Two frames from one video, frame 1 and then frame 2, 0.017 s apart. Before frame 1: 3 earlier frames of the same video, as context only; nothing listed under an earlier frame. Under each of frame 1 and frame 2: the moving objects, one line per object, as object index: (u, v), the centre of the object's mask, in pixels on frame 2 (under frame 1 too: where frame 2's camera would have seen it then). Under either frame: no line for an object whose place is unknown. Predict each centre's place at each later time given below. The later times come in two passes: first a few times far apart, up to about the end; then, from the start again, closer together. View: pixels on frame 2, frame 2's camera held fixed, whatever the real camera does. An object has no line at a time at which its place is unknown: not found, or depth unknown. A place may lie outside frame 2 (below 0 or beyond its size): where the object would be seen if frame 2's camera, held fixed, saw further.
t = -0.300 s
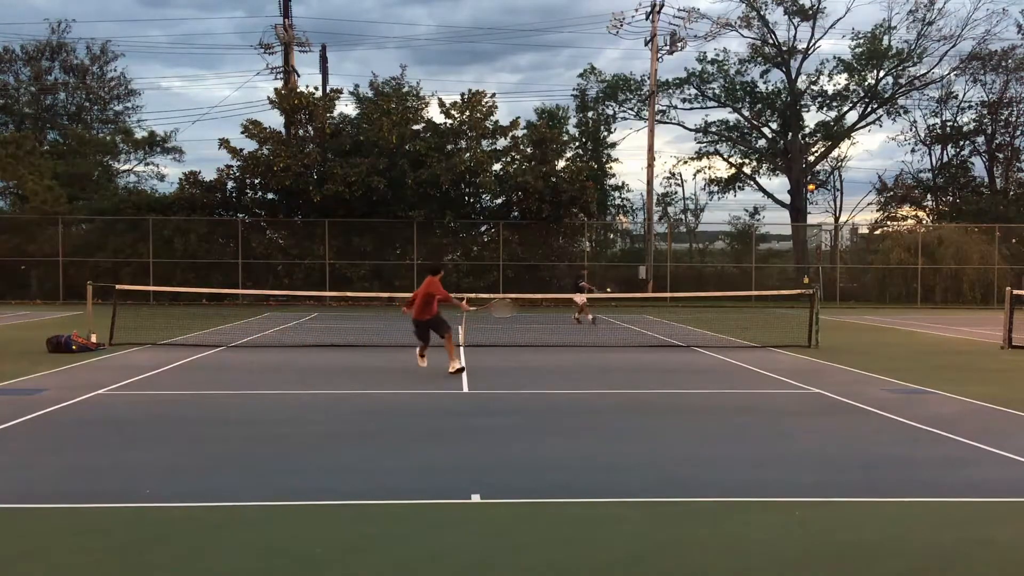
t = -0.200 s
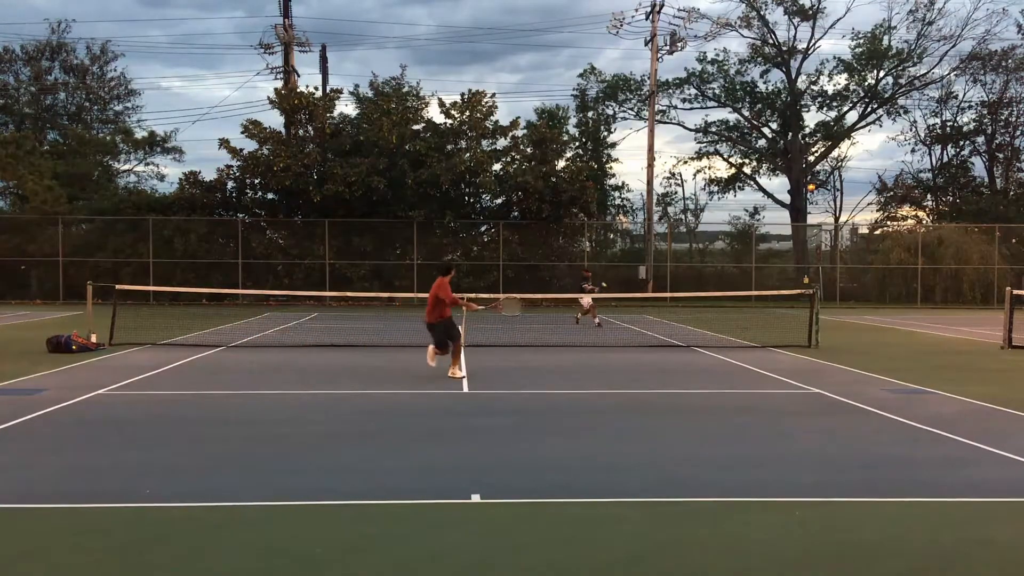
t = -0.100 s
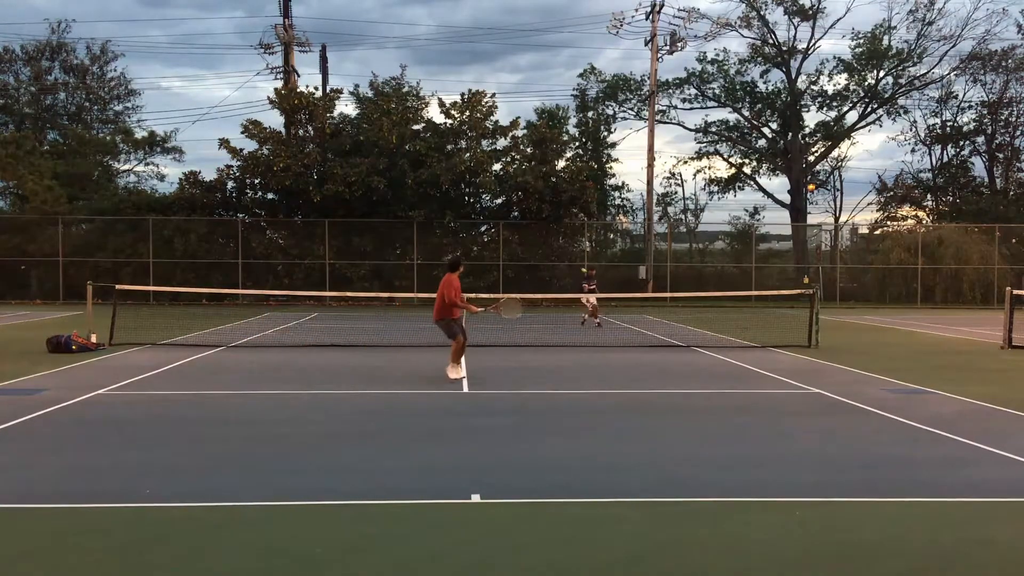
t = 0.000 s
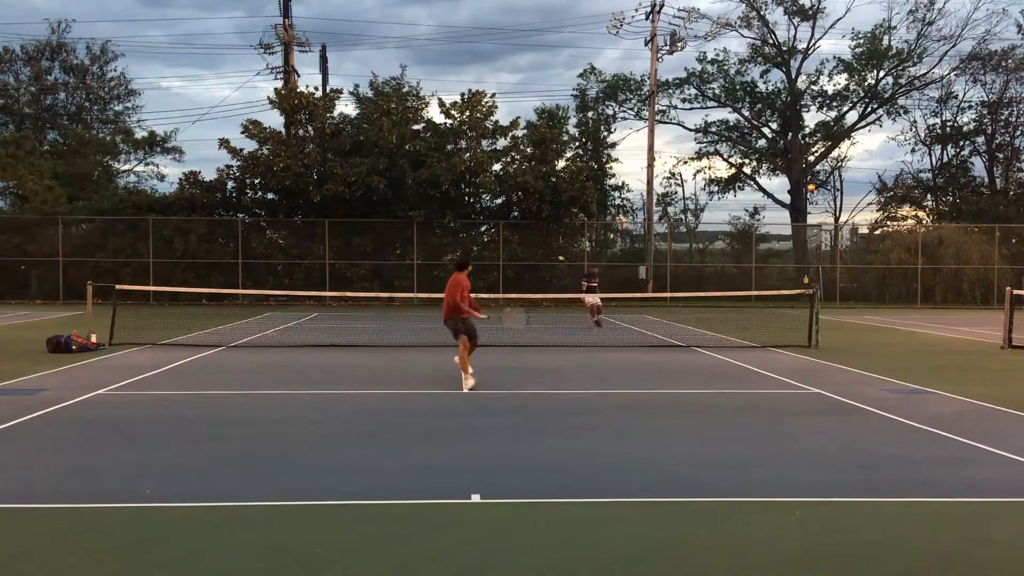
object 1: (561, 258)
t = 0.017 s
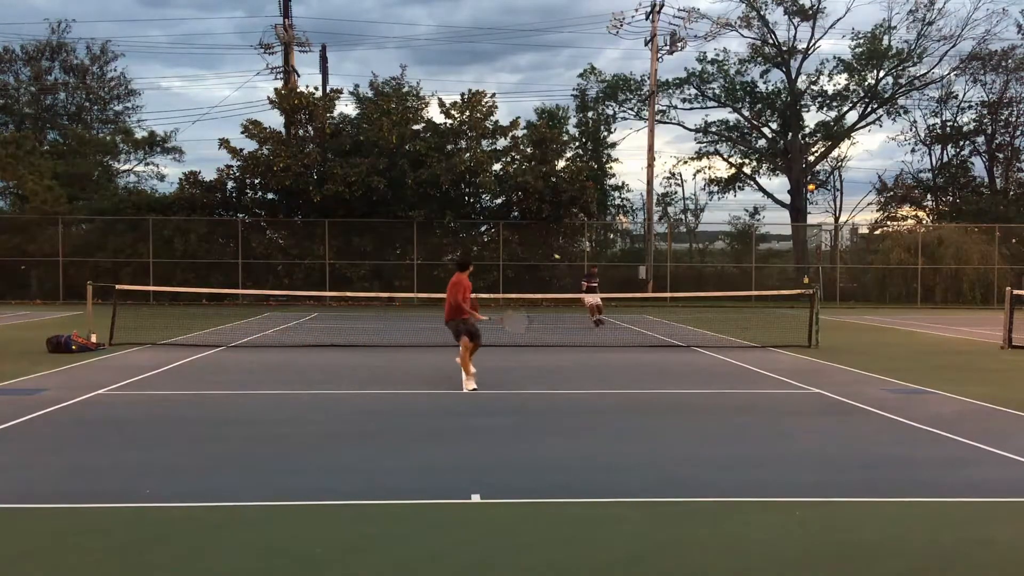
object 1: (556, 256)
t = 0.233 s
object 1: (495, 244)
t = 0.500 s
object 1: (390, 263)
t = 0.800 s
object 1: (195, 374)
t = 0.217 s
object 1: (501, 244)
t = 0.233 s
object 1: (495, 244)
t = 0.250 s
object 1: (490, 244)
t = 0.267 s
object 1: (484, 244)
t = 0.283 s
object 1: (478, 244)
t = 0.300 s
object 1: (473, 245)
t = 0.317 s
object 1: (467, 245)
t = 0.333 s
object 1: (461, 245)
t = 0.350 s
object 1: (454, 247)
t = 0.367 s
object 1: (448, 248)
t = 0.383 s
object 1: (441, 249)
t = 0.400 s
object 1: (434, 250)
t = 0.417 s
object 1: (427, 252)
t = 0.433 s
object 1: (420, 254)
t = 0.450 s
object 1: (413, 256)
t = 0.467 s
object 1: (406, 258)
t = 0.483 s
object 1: (397, 261)
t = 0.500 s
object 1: (390, 263)
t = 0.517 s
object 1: (381, 267)
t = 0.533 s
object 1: (373, 270)
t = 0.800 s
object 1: (195, 374)
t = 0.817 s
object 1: (181, 384)
